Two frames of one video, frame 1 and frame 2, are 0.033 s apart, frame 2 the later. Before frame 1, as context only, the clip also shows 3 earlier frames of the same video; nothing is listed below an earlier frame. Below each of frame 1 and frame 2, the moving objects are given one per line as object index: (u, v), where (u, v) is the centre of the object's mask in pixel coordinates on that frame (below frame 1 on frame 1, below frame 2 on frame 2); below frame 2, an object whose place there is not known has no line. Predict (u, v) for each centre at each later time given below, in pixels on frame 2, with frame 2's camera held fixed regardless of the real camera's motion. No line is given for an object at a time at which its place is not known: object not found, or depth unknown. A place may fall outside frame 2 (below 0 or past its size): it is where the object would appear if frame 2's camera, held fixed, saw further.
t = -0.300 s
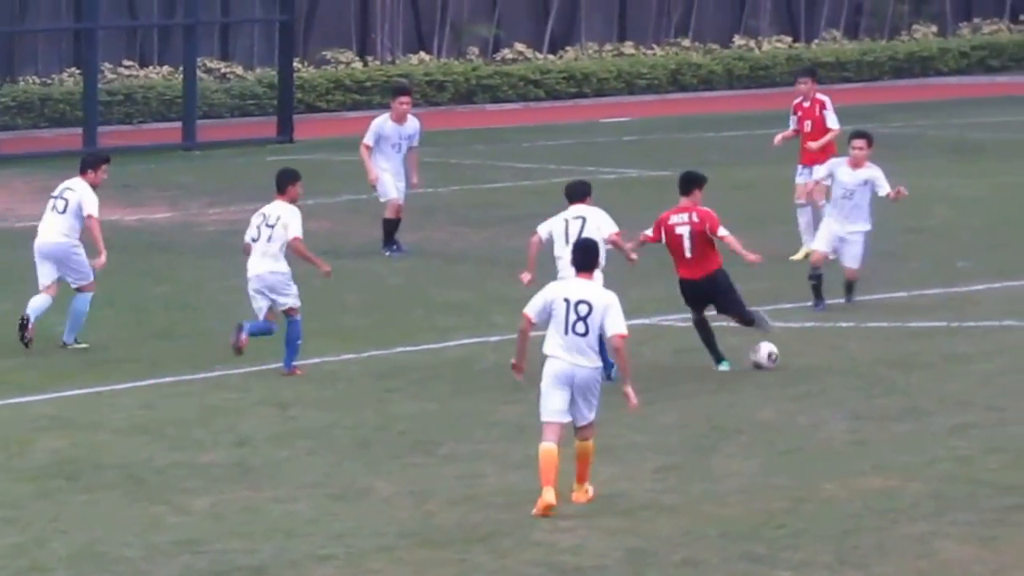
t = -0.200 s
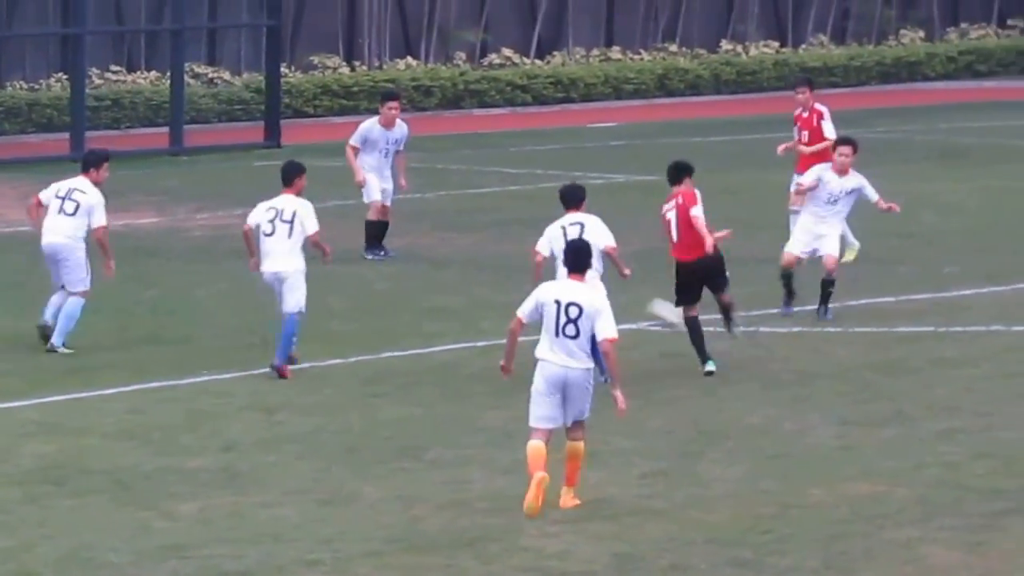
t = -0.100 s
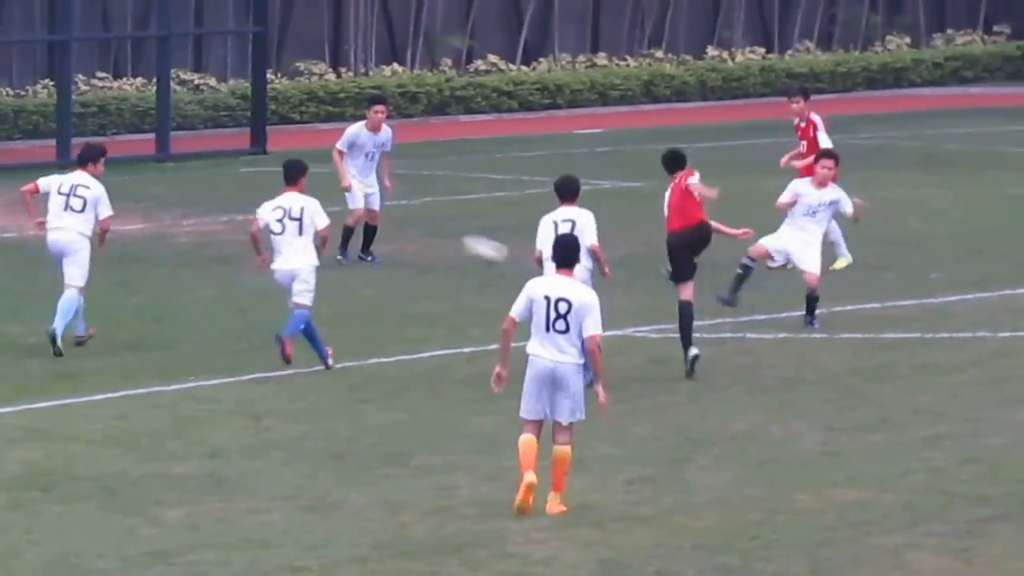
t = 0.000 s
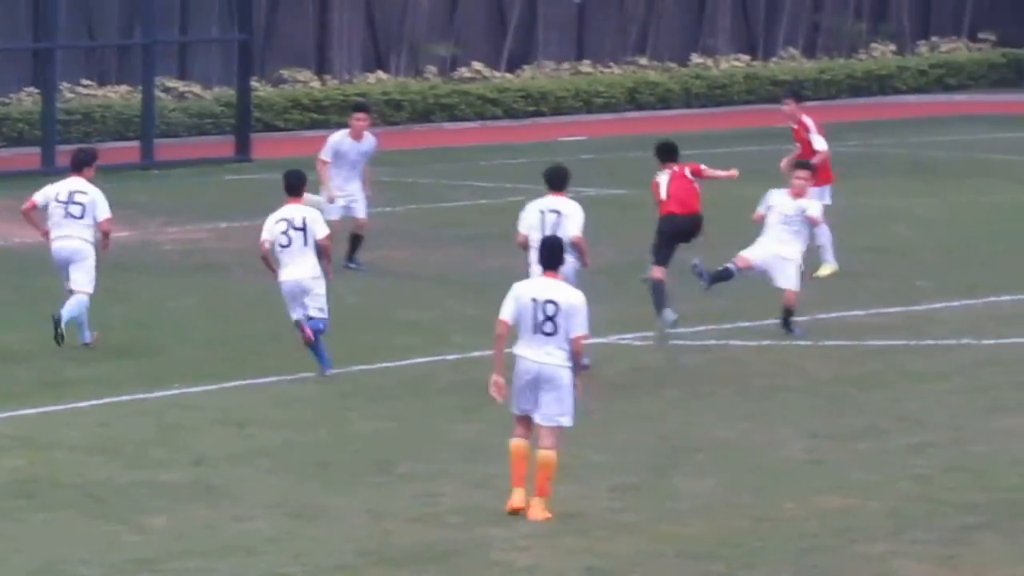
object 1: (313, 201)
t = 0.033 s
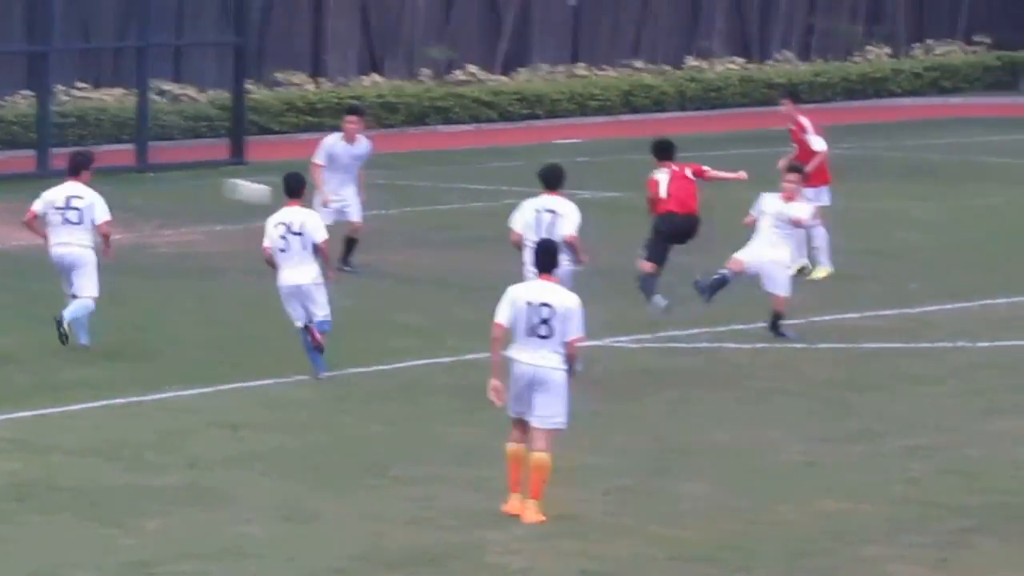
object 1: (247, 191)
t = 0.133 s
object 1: (106, 163)
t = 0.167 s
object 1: (51, 153)
